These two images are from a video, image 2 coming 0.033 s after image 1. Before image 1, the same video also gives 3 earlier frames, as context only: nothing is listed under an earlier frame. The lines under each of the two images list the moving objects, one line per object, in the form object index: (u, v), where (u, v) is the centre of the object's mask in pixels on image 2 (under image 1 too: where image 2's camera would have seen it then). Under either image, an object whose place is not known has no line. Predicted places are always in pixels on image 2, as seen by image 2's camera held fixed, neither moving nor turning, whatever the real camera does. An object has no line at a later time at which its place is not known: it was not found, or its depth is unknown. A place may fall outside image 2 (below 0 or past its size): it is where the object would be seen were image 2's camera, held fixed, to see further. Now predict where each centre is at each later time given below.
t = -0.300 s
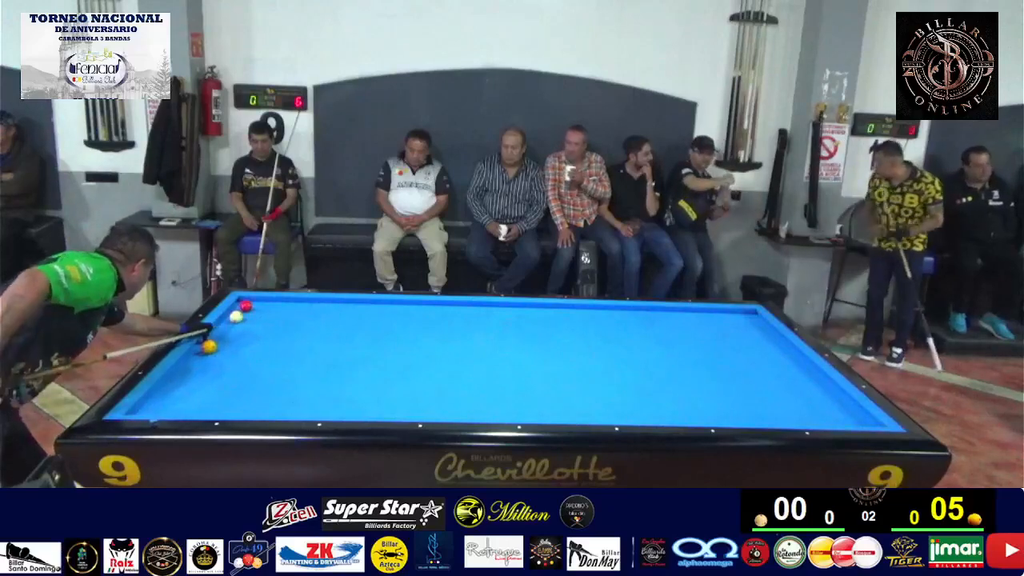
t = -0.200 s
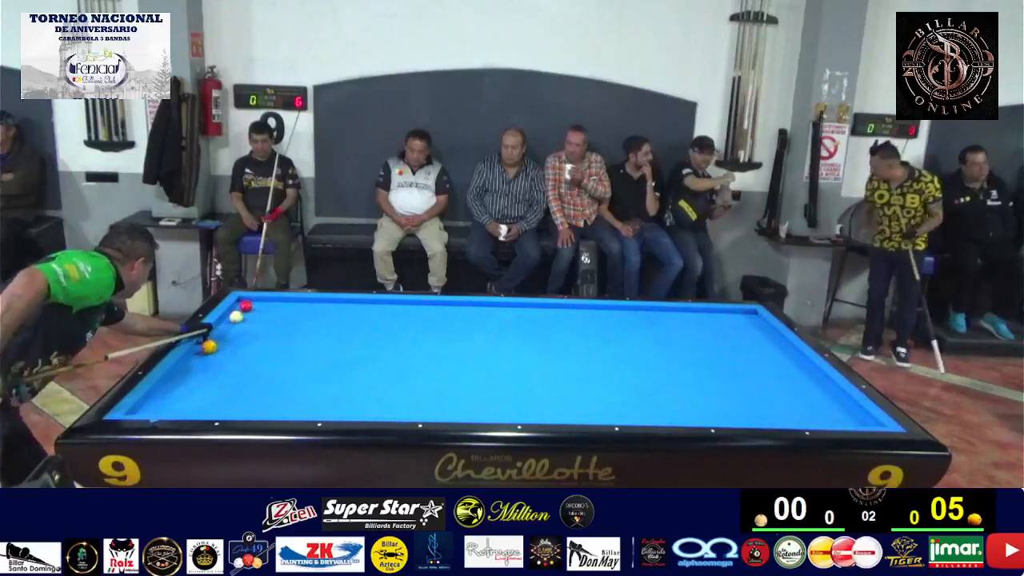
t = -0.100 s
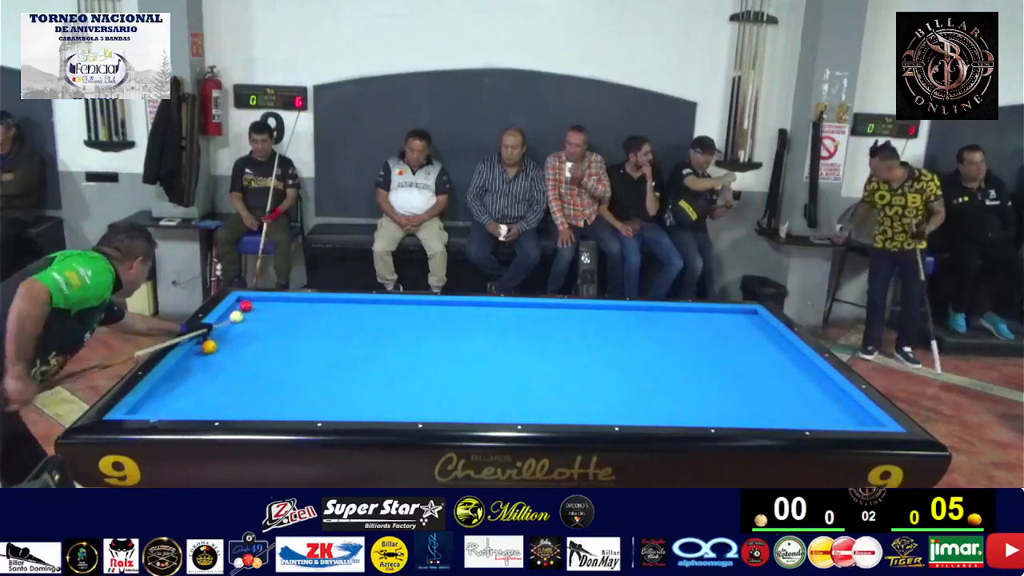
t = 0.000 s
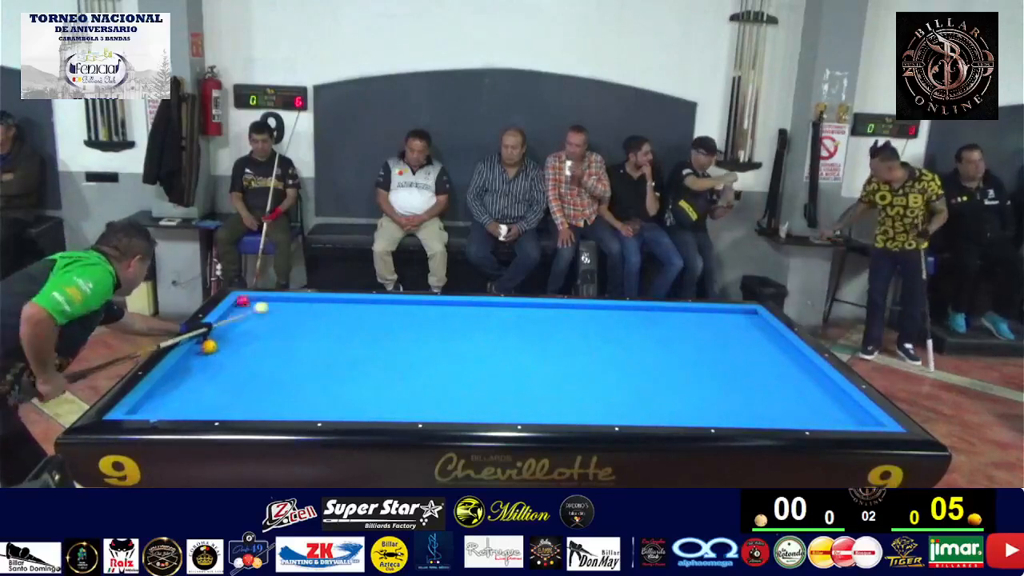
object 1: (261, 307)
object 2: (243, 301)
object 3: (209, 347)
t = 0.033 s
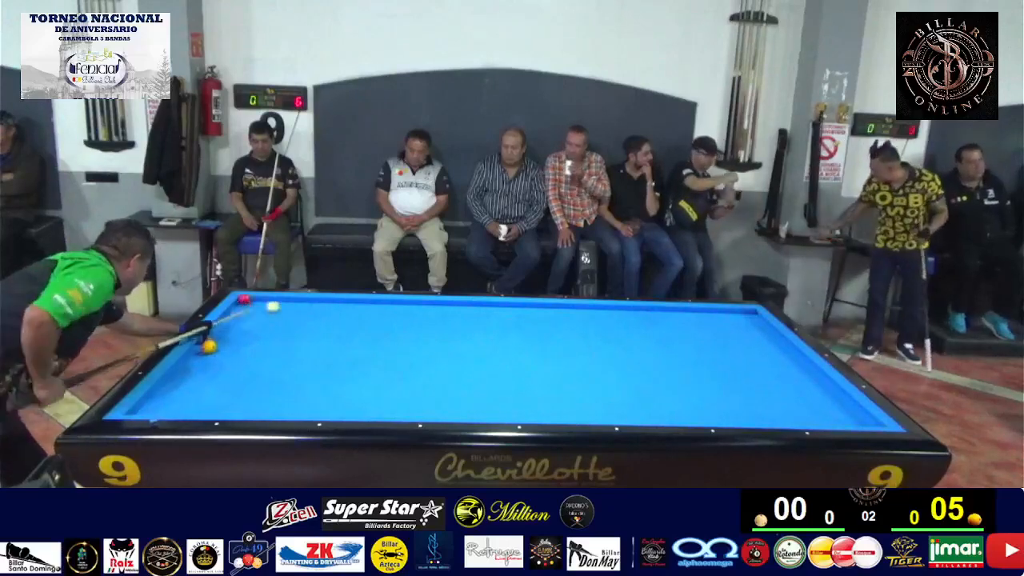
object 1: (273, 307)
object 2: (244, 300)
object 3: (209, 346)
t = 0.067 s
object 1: (283, 305)
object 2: (247, 301)
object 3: (209, 347)
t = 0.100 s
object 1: (293, 305)
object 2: (248, 304)
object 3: (209, 347)
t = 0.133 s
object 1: (303, 303)
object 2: (250, 306)
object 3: (209, 347)
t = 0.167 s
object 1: (313, 302)
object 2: (252, 308)
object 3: (209, 347)
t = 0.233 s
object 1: (331, 301)
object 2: (255, 313)
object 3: (209, 347)
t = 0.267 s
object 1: (339, 300)
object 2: (257, 314)
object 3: (209, 346)
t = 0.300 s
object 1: (347, 301)
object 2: (258, 316)
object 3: (209, 347)
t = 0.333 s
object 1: (356, 301)
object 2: (260, 318)
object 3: (209, 347)
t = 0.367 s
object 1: (365, 302)
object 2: (261, 320)
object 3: (209, 347)
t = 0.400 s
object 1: (373, 302)
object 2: (263, 323)
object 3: (209, 346)
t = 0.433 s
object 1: (381, 303)
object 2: (264, 325)
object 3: (209, 346)
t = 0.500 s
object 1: (398, 304)
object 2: (268, 329)
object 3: (209, 347)
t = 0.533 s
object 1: (406, 305)
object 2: (270, 331)
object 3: (209, 346)
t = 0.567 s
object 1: (415, 306)
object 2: (271, 333)
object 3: (209, 347)
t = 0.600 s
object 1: (423, 306)
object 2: (273, 336)
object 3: (209, 347)
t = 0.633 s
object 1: (432, 307)
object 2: (275, 338)
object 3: (209, 346)
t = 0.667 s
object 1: (440, 307)
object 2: (277, 340)
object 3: (209, 347)
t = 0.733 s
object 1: (457, 309)
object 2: (280, 345)
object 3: (209, 346)
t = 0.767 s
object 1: (465, 309)
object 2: (282, 348)
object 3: (209, 347)
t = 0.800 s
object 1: (473, 310)
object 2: (284, 350)
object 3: (209, 347)
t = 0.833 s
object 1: (482, 311)
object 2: (286, 353)
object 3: (209, 346)
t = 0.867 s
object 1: (490, 311)
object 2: (288, 355)
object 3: (209, 347)
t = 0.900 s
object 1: (499, 312)
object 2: (290, 358)
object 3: (209, 346)
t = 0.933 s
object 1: (507, 313)
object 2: (292, 360)
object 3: (209, 346)
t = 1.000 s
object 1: (524, 313)
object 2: (296, 366)
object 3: (209, 347)
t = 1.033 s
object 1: (532, 314)
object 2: (298, 368)
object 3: (209, 347)
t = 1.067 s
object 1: (541, 315)
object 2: (300, 371)
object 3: (209, 347)
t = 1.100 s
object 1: (549, 315)
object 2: (302, 374)
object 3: (209, 347)
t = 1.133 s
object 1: (558, 316)
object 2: (304, 377)
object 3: (209, 347)
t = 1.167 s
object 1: (566, 317)
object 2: (307, 380)
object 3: (209, 347)
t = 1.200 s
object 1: (574, 317)
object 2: (309, 382)
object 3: (209, 347)
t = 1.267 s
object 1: (591, 319)
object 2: (313, 388)
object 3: (209, 347)
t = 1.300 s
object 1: (600, 319)
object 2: (315, 392)
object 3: (209, 347)
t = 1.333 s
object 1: (608, 320)
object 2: (318, 395)
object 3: (209, 347)
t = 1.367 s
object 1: (617, 321)
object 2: (320, 398)
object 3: (209, 347)
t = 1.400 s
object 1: (625, 321)
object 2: (323, 401)
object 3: (209, 347)
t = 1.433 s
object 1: (633, 322)
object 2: (325, 404)
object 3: (209, 347)
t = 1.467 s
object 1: (642, 322)
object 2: (328, 407)
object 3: (209, 347)
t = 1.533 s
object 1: (659, 324)
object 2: (333, 412)
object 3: (209, 347)
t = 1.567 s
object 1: (667, 324)
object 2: (335, 411)
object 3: (209, 347)
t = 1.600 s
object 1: (676, 325)
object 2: (338, 410)
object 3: (209, 347)
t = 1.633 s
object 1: (684, 325)
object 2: (340, 408)
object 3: (209, 347)
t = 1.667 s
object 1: (693, 327)
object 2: (343, 407)
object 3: (209, 347)
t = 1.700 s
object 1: (701, 327)
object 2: (345, 405)
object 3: (209, 347)
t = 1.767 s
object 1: (718, 328)
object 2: (350, 402)
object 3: (209, 347)
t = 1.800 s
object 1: (726, 329)
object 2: (353, 400)
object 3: (209, 347)
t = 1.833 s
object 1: (735, 329)
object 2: (355, 399)
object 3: (209, 347)
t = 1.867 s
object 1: (743, 330)
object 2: (357, 397)
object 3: (209, 347)
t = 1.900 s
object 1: (752, 331)
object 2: (360, 396)
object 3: (209, 347)
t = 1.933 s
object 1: (760, 332)
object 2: (362, 395)
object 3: (209, 347)
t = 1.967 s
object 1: (768, 332)
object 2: (364, 393)
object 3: (209, 346)
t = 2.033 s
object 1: (772, 334)
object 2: (368, 390)
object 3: (209, 346)
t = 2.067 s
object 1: (767, 335)
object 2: (370, 389)
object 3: (209, 346)
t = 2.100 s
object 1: (762, 337)
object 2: (373, 388)
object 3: (209, 346)
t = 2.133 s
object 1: (758, 338)
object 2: (375, 386)
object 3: (209, 346)
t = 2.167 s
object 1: (754, 339)
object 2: (377, 385)
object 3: (209, 347)
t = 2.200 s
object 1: (750, 340)
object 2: (379, 384)
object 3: (209, 347)
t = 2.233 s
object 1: (747, 341)
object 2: (381, 382)
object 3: (209, 347)
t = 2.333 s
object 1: (738, 345)
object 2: (387, 379)
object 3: (209, 347)
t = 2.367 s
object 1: (735, 346)
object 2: (389, 377)
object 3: (209, 346)
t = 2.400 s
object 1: (732, 347)
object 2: (391, 376)
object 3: (209, 347)
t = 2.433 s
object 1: (729, 349)
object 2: (393, 375)
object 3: (209, 346)
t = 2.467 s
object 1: (727, 350)
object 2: (395, 374)
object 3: (209, 346)
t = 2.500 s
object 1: (724, 351)
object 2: (397, 373)
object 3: (209, 346)
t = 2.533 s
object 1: (721, 352)
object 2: (398, 372)
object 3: (209, 346)
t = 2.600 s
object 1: (715, 355)
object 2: (402, 369)
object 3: (209, 347)
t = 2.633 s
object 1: (712, 356)
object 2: (404, 368)
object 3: (209, 347)
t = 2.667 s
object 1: (709, 357)
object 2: (406, 367)
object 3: (209, 347)
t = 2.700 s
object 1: (706, 359)
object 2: (407, 366)
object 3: (209, 347)
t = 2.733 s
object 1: (703, 360)
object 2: (409, 365)
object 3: (209, 347)
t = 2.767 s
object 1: (700, 361)
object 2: (411, 364)
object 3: (209, 347)
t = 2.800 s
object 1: (696, 362)
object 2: (412, 363)
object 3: (209, 347)
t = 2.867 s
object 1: (690, 365)
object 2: (416, 361)
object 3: (209, 347)
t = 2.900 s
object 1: (687, 367)
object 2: (417, 360)
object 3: (209, 347)
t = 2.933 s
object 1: (684, 368)
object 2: (419, 359)
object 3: (209, 347)
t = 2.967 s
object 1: (680, 370)
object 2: (421, 358)
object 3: (209, 347)
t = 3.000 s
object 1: (677, 371)
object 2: (422, 357)
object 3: (209, 347)
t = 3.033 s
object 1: (674, 373)
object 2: (424, 356)
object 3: (209, 347)
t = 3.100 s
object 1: (667, 375)
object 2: (427, 354)
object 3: (209, 347)
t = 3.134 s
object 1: (664, 377)
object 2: (428, 353)
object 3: (209, 347)
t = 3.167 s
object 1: (661, 378)
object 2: (430, 352)
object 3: (209, 347)
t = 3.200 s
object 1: (657, 380)
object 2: (431, 351)
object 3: (209, 347)
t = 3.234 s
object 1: (654, 381)
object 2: (433, 350)
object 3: (209, 347)
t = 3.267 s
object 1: (650, 383)
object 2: (434, 350)
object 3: (209, 347)
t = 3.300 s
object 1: (647, 385)
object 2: (435, 349)
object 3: (209, 347)
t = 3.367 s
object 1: (639, 387)
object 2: (438, 347)
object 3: (209, 347)
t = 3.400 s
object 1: (636, 389)
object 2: (440, 346)
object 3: (209, 347)
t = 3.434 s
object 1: (632, 390)
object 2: (441, 345)
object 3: (209, 347)
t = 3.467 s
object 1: (628, 392)
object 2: (442, 344)
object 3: (209, 347)
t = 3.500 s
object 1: (624, 394)
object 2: (444, 343)
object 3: (209, 347)
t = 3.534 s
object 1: (621, 395)
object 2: (445, 343)
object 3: (209, 347)
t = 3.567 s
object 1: (617, 397)
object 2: (446, 342)
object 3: (209, 347)
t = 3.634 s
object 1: (609, 400)
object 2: (449, 340)
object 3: (209, 347)
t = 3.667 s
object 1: (605, 402)
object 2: (450, 340)
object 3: (209, 347)
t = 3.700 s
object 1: (601, 404)
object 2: (451, 339)
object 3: (209, 347)
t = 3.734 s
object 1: (597, 405)
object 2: (453, 338)
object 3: (209, 347)
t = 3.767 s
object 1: (594, 407)
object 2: (454, 337)
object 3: (209, 347)
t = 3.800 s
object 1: (590, 409)
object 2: (455, 336)
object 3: (209, 347)
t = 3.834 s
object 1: (585, 410)
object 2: (456, 335)
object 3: (209, 347)
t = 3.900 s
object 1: (577, 413)
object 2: (459, 334)
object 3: (209, 347)
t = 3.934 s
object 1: (573, 414)
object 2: (460, 333)
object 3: (209, 347)
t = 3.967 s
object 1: (569, 415)
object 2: (461, 333)
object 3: (209, 347)
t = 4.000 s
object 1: (564, 415)
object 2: (462, 332)
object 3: (209, 347)
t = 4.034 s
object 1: (558, 414)
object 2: (463, 331)
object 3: (209, 347)
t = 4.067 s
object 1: (553, 413)
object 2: (465, 330)
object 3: (209, 347)
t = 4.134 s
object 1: (542, 412)
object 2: (467, 329)
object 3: (209, 347)
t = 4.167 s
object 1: (536, 411)
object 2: (468, 329)
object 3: (209, 347)
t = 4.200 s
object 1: (531, 410)
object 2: (469, 328)
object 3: (209, 347)
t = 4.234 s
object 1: (526, 409)
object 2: (470, 327)
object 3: (209, 347)
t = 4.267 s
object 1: (520, 409)
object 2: (471, 326)
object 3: (209, 347)
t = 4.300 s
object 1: (515, 407)
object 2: (472, 326)
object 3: (209, 347)
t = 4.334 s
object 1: (510, 406)
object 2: (473, 325)
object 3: (209, 347)
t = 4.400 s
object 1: (500, 404)
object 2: (475, 324)
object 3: (209, 347)
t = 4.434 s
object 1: (494, 403)
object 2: (476, 323)
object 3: (209, 347)
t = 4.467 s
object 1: (489, 402)
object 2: (477, 322)
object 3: (209, 347)
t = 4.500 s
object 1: (484, 401)
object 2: (478, 322)
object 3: (209, 347)
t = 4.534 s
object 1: (479, 400)
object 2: (479, 321)
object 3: (209, 347)
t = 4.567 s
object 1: (474, 399)
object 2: (480, 321)
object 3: (209, 347)
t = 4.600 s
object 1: (469, 399)
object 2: (481, 320)
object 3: (209, 347)
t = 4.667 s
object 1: (459, 396)
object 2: (483, 319)
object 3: (209, 347)
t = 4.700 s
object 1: (455, 396)
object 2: (484, 318)
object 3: (209, 347)
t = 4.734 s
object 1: (450, 395)
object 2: (485, 318)
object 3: (209, 347)
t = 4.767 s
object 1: (445, 394)
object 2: (486, 317)
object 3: (209, 347)
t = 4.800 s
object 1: (440, 393)
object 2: (487, 316)
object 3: (209, 347)
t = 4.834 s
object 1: (436, 392)
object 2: (487, 316)
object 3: (209, 347)
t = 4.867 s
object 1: (431, 391)
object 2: (488, 316)
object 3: (209, 347)
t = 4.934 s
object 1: (422, 389)
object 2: (490, 315)
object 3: (209, 347)
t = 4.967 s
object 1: (418, 388)
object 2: (491, 314)
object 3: (209, 347)
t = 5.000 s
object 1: (413, 387)
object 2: (492, 314)
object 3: (209, 347)
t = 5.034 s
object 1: (408, 386)
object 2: (492, 313)
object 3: (209, 347)
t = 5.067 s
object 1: (404, 386)
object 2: (493, 312)
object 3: (209, 347)
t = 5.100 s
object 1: (400, 385)
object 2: (494, 312)
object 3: (209, 347)
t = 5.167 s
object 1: (391, 383)
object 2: (496, 311)
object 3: (209, 347)
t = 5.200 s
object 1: (387, 382)
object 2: (497, 311)
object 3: (209, 347)
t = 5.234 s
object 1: (382, 381)
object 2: (497, 310)
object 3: (209, 347)
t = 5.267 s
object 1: (378, 380)
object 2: (498, 310)
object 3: (209, 347)
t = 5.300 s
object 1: (374, 379)
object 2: (499, 309)
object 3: (209, 347)
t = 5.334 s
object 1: (369, 378)
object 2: (499, 309)
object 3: (209, 347)
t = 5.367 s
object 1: (365, 378)
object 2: (500, 308)
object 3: (209, 347)
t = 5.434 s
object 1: (357, 376)
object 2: (502, 307)
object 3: (209, 347)
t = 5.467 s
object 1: (353, 375)
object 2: (504, 306)
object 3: (209, 347)
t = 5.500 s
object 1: (349, 375)
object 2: (504, 306)
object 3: (209, 347)
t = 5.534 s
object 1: (345, 374)
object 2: (504, 306)
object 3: (209, 347)
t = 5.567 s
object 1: (341, 373)
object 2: (505, 306)
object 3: (209, 347)
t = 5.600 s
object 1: (337, 372)
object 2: (506, 305)
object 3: (209, 347)
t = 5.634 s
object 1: (333, 372)
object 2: (506, 305)
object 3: (209, 347)
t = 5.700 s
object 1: (325, 370)
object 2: (507, 305)
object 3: (209, 347)
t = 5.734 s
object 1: (321, 369)
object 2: (508, 305)
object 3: (209, 347)
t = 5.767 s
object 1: (317, 369)
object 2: (508, 305)
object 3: (209, 347)
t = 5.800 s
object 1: (313, 368)
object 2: (509, 306)
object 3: (209, 347)
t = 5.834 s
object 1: (310, 367)
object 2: (509, 306)
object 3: (209, 347)
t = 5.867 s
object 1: (306, 366)
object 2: (510, 306)
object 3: (209, 347)
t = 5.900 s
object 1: (302, 366)
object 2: (510, 306)
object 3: (209, 347)
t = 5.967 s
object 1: (294, 364)
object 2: (512, 307)
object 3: (209, 347)
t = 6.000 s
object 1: (291, 363)
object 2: (512, 307)
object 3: (209, 347)
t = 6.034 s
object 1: (287, 363)
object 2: (512, 307)
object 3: (209, 347)
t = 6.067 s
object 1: (284, 362)
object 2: (513, 307)
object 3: (209, 347)
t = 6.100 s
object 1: (280, 361)
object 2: (513, 307)
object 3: (209, 347)
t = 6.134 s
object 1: (277, 361)
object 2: (513, 307)
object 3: (209, 347)
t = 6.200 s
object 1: (270, 359)
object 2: (515, 308)
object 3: (209, 347)
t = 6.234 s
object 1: (266, 359)
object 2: (515, 308)
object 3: (209, 347)
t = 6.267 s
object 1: (263, 358)
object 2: (516, 308)
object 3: (209, 347)
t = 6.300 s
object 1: (259, 357)
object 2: (516, 309)
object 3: (209, 347)
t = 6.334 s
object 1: (256, 357)
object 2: (516, 309)
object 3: (209, 347)
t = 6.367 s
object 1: (252, 356)
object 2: (517, 309)
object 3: (209, 347)
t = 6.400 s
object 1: (249, 355)
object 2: (517, 309)
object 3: (209, 347)
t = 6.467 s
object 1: (242, 354)
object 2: (518, 310)
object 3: (209, 347)
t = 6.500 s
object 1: (239, 354)
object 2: (518, 309)
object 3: (209, 347)
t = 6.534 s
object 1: (235, 353)
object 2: (518, 310)
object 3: (209, 347)
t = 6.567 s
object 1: (232, 352)
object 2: (519, 311)
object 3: (209, 347)
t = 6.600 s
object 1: (229, 351)
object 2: (519, 311)
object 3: (209, 347)
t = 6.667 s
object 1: (222, 350)
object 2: (520, 311)
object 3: (209, 346)
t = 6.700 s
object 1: (219, 350)
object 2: (520, 311)
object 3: (208, 346)
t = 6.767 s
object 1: (218, 350)
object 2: (521, 311)
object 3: (204, 346)
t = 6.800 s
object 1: (217, 349)
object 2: (521, 311)
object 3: (202, 345)
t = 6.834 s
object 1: (216, 349)
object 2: (521, 312)
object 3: (200, 345)
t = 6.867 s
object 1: (215, 349)
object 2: (522, 312)
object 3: (201, 344)
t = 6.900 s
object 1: (214, 349)
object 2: (522, 312)
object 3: (202, 344)
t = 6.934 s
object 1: (213, 349)
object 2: (523, 312)
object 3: (202, 344)
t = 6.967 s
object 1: (213, 349)
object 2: (523, 312)
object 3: (203, 343)
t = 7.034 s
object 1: (211, 348)
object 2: (523, 313)
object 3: (205, 343)
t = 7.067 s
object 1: (211, 348)
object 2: (524, 313)
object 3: (208, 341)
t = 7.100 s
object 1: (210, 347)
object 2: (524, 313)
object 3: (210, 340)
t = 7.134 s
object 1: (210, 348)
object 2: (524, 313)
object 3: (212, 341)
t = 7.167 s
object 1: (209, 348)
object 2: (524, 313)
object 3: (213, 341)
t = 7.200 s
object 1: (207, 349)
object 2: (525, 314)
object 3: (215, 342)
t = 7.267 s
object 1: (206, 348)
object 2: (525, 314)
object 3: (218, 342)
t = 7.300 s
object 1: (205, 349)
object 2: (525, 314)
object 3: (218, 343)
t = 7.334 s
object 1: (205, 348)
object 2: (526, 314)
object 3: (219, 343)
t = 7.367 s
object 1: (204, 348)
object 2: (526, 314)
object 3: (220, 343)
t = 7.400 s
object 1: (203, 348)
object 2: (526, 314)
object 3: (222, 342)
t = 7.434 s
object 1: (203, 348)
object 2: (526, 314)
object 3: (223, 342)
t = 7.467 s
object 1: (202, 348)
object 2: (526, 315)
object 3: (224, 342)
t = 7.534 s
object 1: (201, 348)
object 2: (527, 315)
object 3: (226, 342)
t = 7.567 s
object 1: (200, 348)
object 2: (527, 315)
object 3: (227, 342)
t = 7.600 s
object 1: (199, 348)
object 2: (527, 315)
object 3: (228, 342)
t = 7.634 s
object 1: (199, 348)
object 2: (527, 315)
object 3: (230, 341)
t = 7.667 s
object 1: (199, 347)
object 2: (528, 315)
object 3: (231, 341)
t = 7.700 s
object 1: (198, 347)
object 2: (528, 315)
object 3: (232, 341)
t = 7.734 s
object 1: (197, 347)
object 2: (528, 315)
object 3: (233, 341)
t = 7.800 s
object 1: (197, 347)
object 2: (528, 315)
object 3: (235, 341)
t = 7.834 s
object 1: (198, 347)
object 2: (528, 316)
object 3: (236, 341)
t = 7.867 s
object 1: (198, 347)
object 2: (528, 316)
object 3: (237, 341)
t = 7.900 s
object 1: (199, 347)
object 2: (529, 316)
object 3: (238, 341)
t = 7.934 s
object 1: (199, 347)
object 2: (529, 316)
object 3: (239, 341)
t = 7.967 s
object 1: (199, 347)
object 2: (529, 316)
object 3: (240, 341)
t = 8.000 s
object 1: (200, 346)
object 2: (529, 316)
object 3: (241, 341)
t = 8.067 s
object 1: (201, 346)
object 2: (529, 316)
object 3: (243, 340)
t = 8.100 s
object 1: (201, 346)
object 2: (529, 316)
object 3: (244, 340)
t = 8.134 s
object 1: (202, 346)
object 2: (529, 316)
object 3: (245, 340)
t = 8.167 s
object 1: (202, 346)
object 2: (529, 316)
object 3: (246, 340)
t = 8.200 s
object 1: (203, 346)
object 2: (529, 317)
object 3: (246, 340)
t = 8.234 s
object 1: (203, 346)
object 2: (530, 317)
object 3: (247, 340)
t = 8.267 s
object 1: (203, 345)
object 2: (530, 317)
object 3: (248, 340)
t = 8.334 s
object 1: (204, 345)
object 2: (530, 317)
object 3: (250, 340)
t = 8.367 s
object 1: (204, 345)
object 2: (530, 317)
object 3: (251, 340)
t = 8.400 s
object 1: (204, 345)
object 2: (530, 317)
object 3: (251, 340)
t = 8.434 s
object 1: (205, 345)
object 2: (530, 317)
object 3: (252, 340)
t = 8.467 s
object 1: (205, 345)
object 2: (530, 317)
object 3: (253, 340)
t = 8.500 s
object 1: (205, 345)
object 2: (530, 317)
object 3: (254, 340)
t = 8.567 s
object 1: (206, 345)
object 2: (530, 317)
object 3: (256, 339)
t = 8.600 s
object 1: (206, 345)
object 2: (530, 317)
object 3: (256, 339)
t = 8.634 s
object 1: (206, 345)
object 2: (530, 317)
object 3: (257, 339)
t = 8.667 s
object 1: (207, 345)
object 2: (530, 317)
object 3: (257, 339)
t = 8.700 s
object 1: (207, 345)
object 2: (530, 317)
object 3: (258, 339)
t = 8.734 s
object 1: (207, 345)
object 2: (530, 317)
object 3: (259, 339)
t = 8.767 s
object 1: (207, 344)
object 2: (530, 317)
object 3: (259, 339)
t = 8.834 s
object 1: (208, 344)
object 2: (530, 317)
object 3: (261, 339)
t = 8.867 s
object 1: (208, 344)
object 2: (530, 317)
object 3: (262, 339)
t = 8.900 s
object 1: (209, 344)
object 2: (530, 317)
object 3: (262, 339)
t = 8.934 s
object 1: (209, 344)
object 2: (530, 317)
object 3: (263, 339)
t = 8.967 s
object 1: (209, 344)
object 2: (530, 317)
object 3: (263, 339)
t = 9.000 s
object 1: (209, 344)
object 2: (530, 317)
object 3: (264, 339)
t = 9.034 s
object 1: (209, 344)
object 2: (530, 317)
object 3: (264, 339)
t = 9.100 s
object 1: (209, 344)
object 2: (530, 317)
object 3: (265, 339)
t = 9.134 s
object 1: (209, 344)
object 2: (530, 317)
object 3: (266, 338)
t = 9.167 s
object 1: (209, 344)
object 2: (530, 317)
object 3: (266, 338)
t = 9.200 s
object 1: (209, 344)
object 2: (530, 317)
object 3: (267, 338)
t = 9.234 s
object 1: (210, 344)
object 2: (530, 317)
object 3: (267, 338)
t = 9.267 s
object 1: (210, 344)
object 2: (530, 317)
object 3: (268, 338)
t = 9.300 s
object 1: (210, 344)
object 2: (530, 317)
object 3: (268, 338)
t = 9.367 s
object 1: (210, 344)
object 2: (530, 317)
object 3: (269, 338)
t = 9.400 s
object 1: (210, 344)
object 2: (530, 317)
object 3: (269, 338)
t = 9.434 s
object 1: (210, 344)
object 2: (530, 317)
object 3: (270, 338)
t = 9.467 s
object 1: (210, 344)
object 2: (530, 317)
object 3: (271, 338)
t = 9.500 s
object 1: (210, 344)
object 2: (530, 317)
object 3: (271, 338)
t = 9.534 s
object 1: (209, 344)
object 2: (530, 317)
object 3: (271, 338)
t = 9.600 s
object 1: (210, 344)
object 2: (530, 317)
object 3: (272, 338)
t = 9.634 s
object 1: (210, 344)
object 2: (530, 317)
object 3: (272, 338)
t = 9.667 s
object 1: (210, 344)
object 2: (530, 317)
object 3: (273, 338)
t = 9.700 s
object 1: (210, 344)
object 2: (530, 317)
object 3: (273, 338)
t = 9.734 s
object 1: (210, 344)
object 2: (530, 317)
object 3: (272, 338)
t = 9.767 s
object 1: (210, 344)
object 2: (530, 317)
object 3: (273, 338)
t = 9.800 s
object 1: (210, 344)
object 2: (530, 317)
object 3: (273, 338)
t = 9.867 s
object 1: (209, 344)
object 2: (530, 317)
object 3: (274, 338)
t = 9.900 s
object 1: (209, 344)
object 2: (530, 317)
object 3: (274, 338)
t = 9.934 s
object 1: (209, 344)
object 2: (530, 317)
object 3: (274, 338)
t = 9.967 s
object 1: (209, 344)
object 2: (530, 317)
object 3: (274, 338)
